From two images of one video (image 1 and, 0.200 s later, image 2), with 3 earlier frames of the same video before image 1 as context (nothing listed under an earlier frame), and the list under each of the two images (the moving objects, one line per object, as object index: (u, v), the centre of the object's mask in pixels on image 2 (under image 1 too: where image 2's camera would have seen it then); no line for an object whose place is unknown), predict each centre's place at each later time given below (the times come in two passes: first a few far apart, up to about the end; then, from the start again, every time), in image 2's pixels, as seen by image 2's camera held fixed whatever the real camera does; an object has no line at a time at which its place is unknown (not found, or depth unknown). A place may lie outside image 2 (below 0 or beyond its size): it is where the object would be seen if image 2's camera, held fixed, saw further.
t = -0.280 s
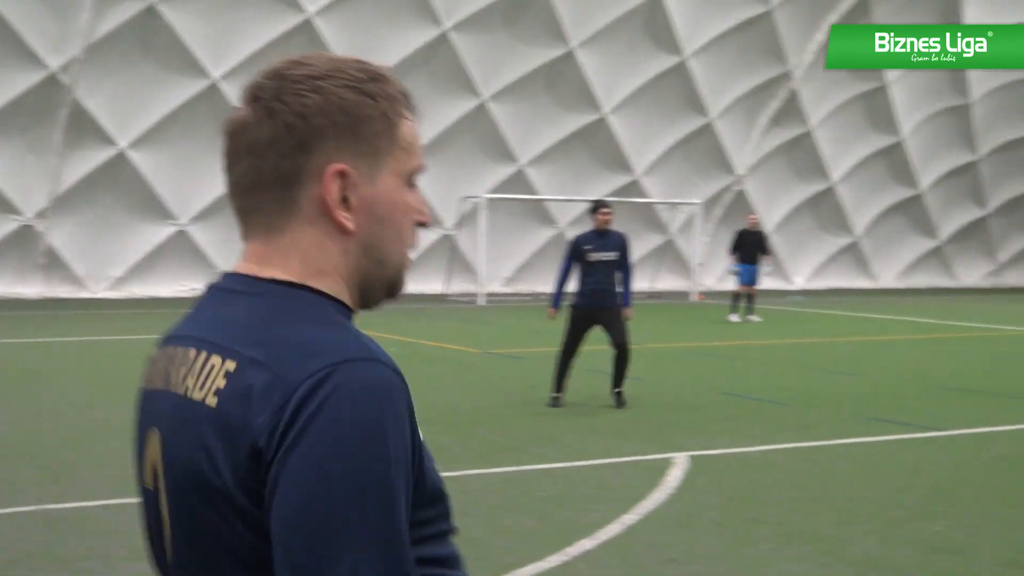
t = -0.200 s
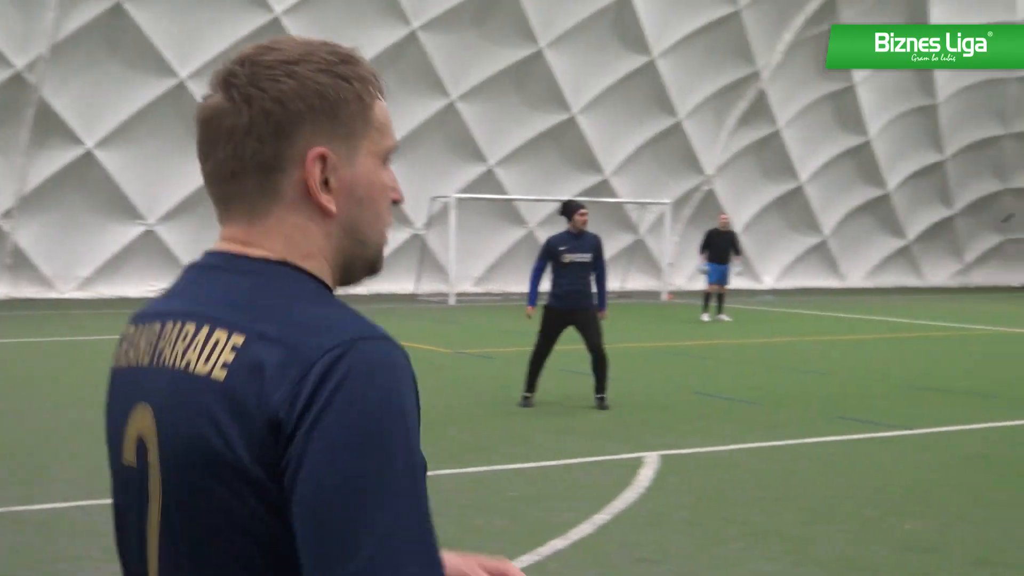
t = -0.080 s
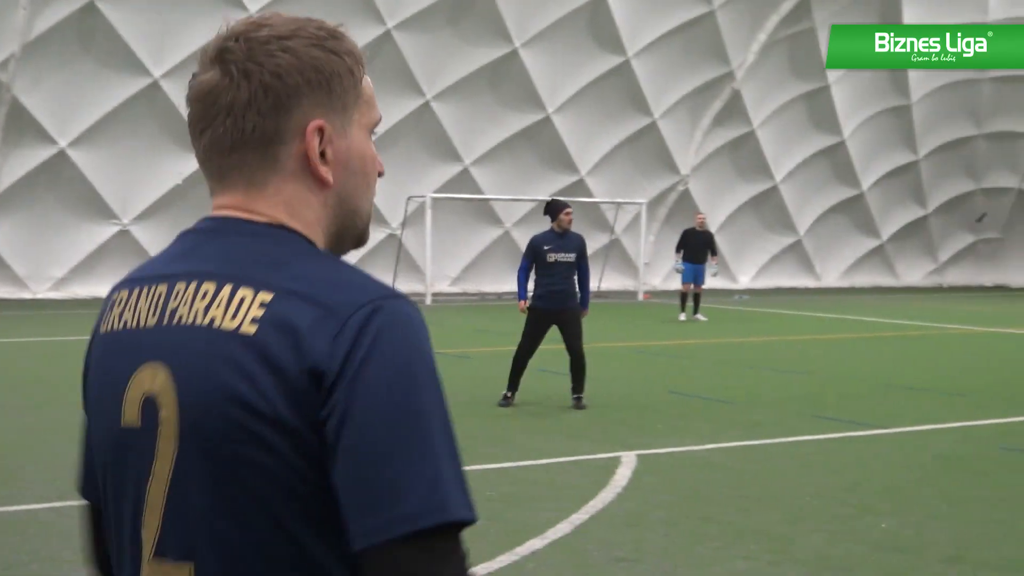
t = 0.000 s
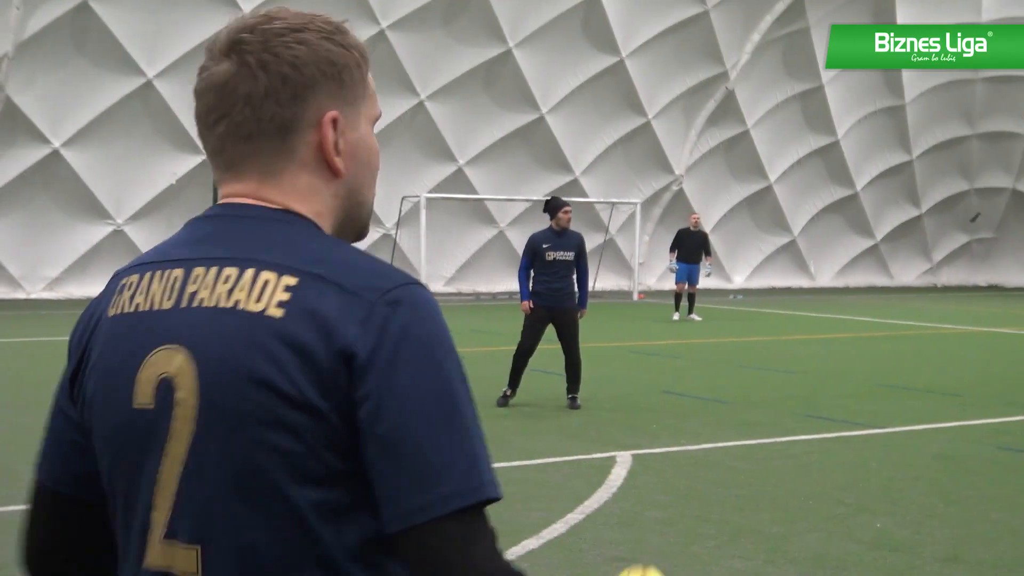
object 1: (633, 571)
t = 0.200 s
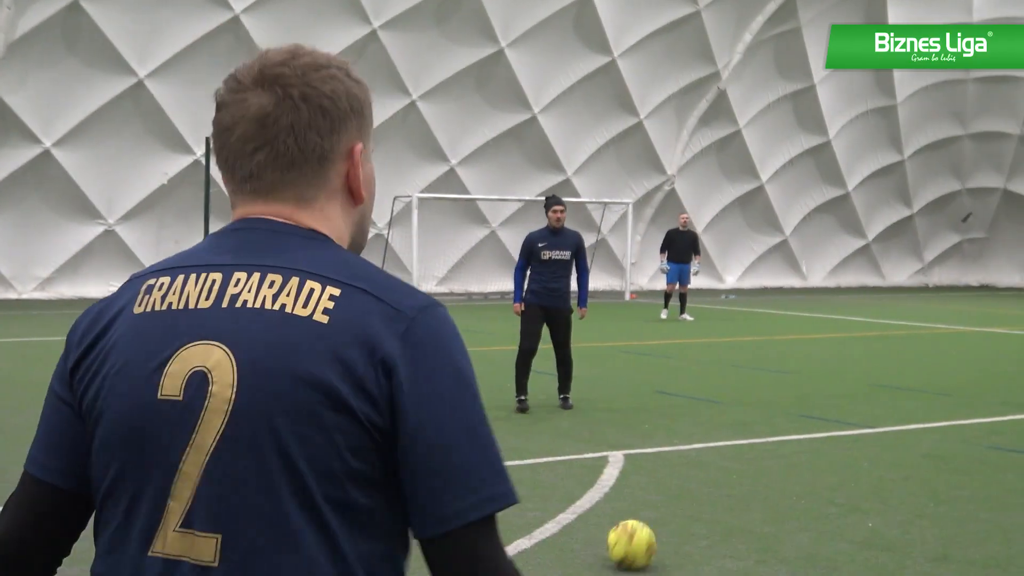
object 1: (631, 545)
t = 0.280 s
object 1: (631, 516)
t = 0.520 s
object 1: (626, 479)
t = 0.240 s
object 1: (631, 529)
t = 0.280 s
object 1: (631, 516)
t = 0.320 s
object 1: (631, 506)
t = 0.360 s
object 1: (631, 500)
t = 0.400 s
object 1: (630, 498)
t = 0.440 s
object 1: (629, 498)
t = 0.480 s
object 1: (628, 488)
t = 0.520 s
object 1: (626, 479)
